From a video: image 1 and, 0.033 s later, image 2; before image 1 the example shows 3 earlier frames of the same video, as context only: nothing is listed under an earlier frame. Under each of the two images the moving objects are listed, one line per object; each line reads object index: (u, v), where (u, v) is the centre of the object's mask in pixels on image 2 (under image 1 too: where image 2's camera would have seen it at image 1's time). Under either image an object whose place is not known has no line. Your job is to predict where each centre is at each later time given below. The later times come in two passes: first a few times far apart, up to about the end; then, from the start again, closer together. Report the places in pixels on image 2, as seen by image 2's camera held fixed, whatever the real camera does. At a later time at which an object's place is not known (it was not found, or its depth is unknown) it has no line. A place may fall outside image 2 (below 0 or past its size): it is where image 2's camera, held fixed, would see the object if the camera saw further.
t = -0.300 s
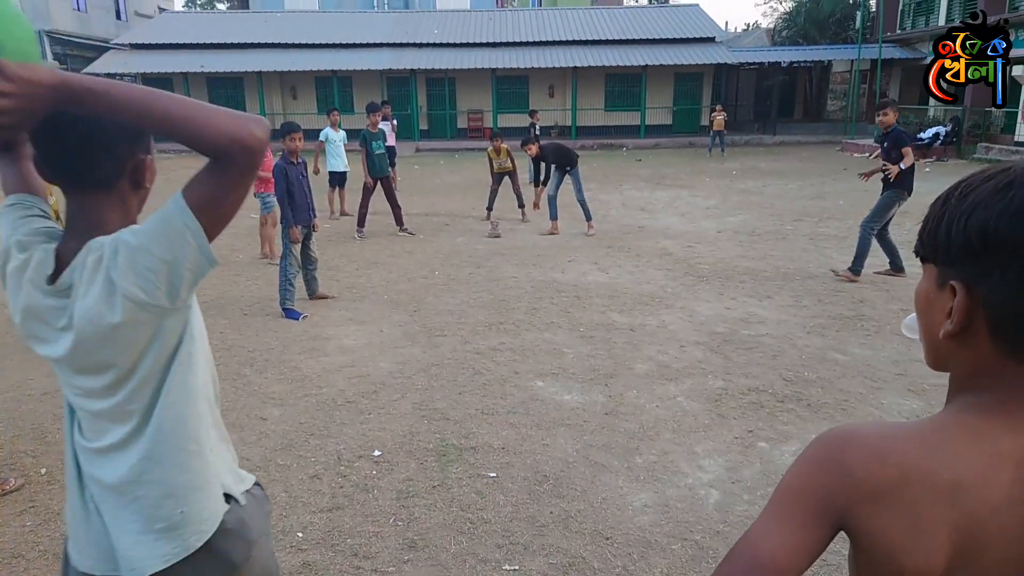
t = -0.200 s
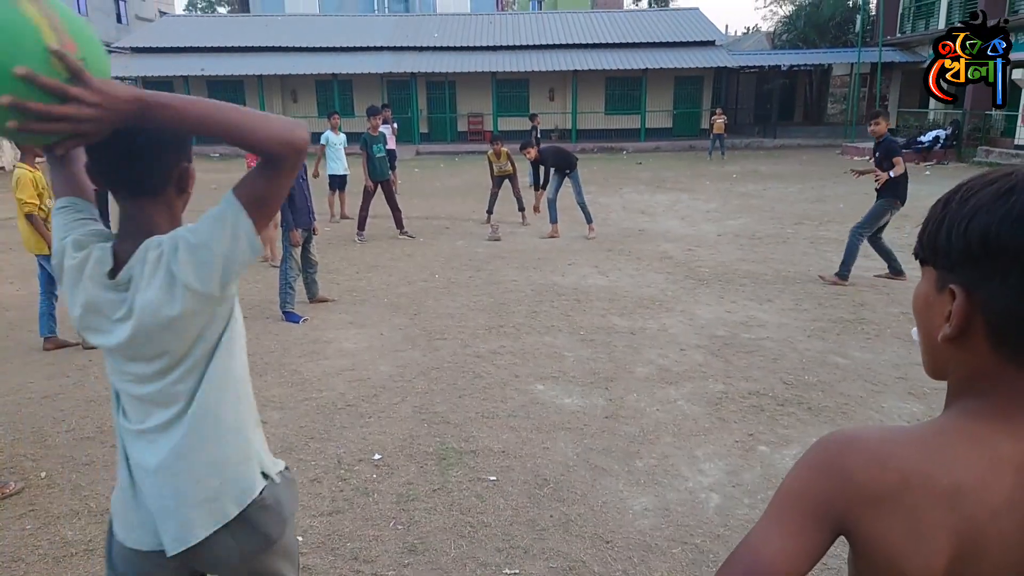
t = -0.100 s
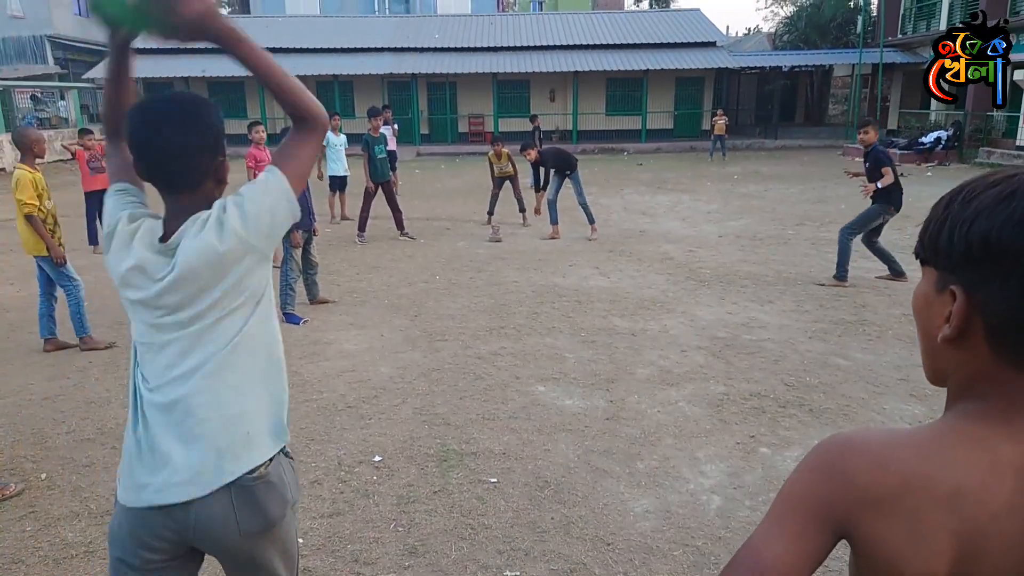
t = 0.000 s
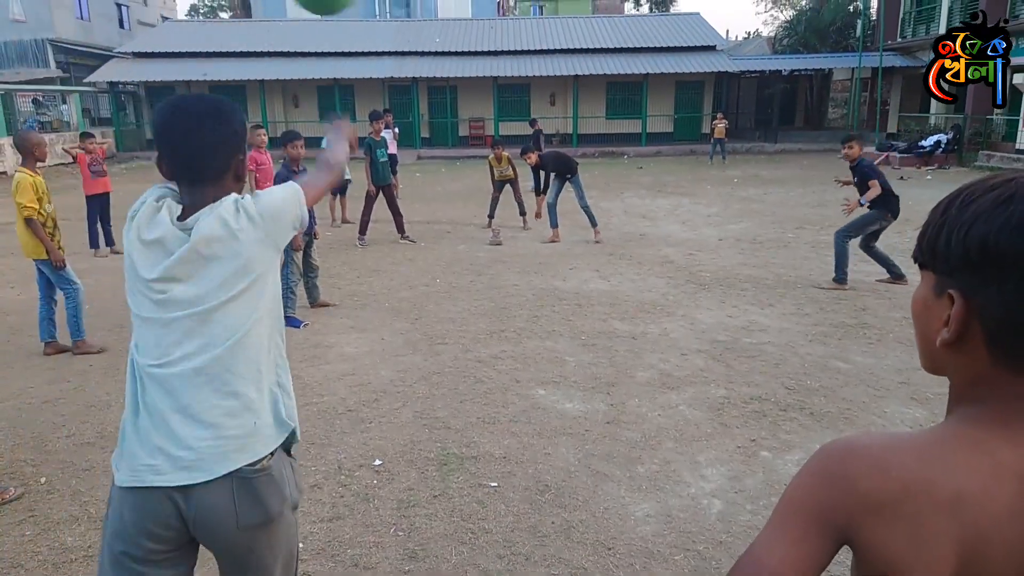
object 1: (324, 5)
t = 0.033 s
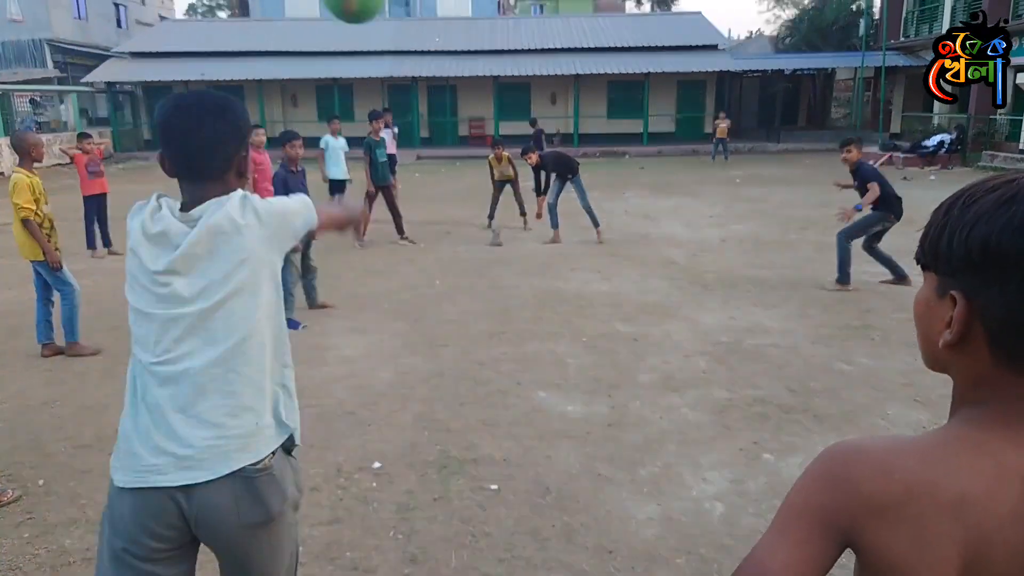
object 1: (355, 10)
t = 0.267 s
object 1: (458, 86)
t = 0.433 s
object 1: (487, 150)
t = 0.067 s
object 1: (379, 15)
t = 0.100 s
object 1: (396, 21)
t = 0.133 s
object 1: (412, 32)
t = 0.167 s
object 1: (427, 47)
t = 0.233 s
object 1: (450, 73)
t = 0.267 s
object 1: (458, 86)
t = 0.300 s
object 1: (465, 100)
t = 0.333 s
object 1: (472, 112)
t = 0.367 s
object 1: (477, 125)
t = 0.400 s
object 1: (482, 137)
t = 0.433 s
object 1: (487, 150)
